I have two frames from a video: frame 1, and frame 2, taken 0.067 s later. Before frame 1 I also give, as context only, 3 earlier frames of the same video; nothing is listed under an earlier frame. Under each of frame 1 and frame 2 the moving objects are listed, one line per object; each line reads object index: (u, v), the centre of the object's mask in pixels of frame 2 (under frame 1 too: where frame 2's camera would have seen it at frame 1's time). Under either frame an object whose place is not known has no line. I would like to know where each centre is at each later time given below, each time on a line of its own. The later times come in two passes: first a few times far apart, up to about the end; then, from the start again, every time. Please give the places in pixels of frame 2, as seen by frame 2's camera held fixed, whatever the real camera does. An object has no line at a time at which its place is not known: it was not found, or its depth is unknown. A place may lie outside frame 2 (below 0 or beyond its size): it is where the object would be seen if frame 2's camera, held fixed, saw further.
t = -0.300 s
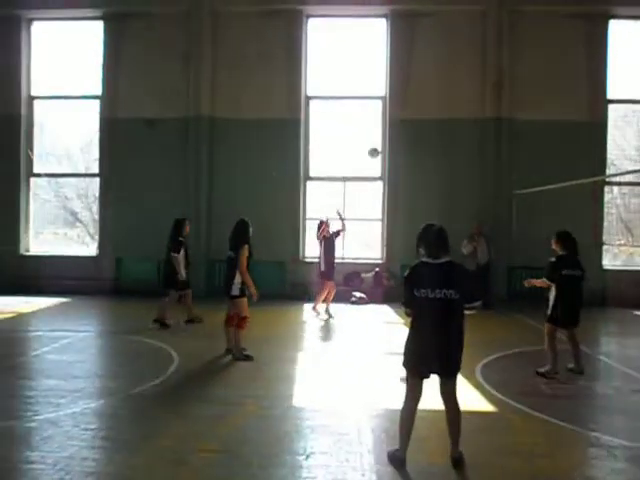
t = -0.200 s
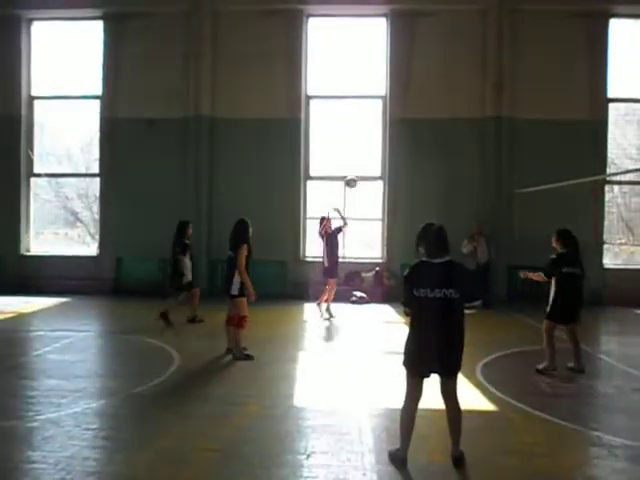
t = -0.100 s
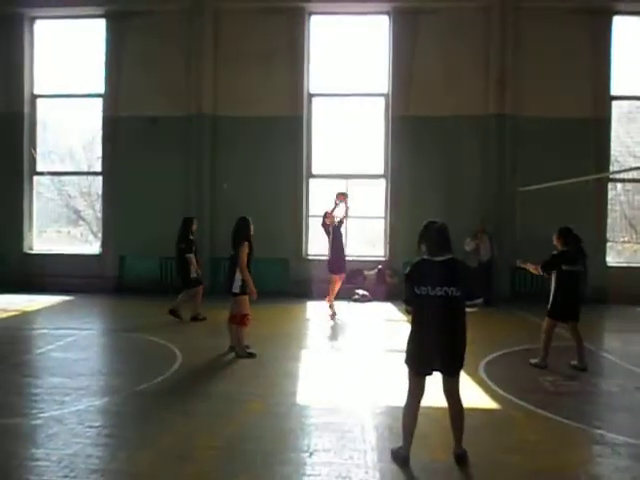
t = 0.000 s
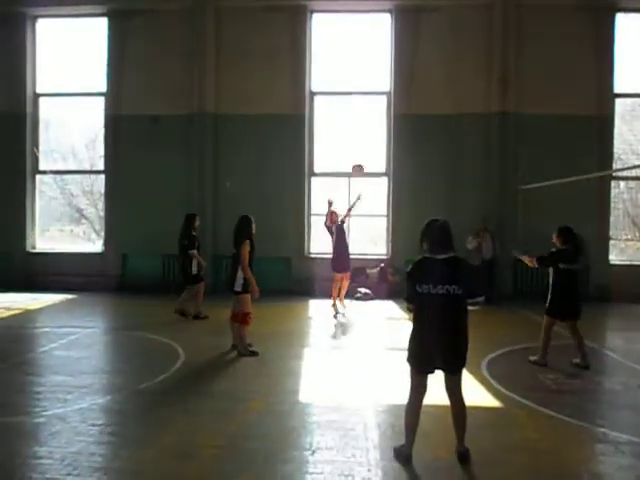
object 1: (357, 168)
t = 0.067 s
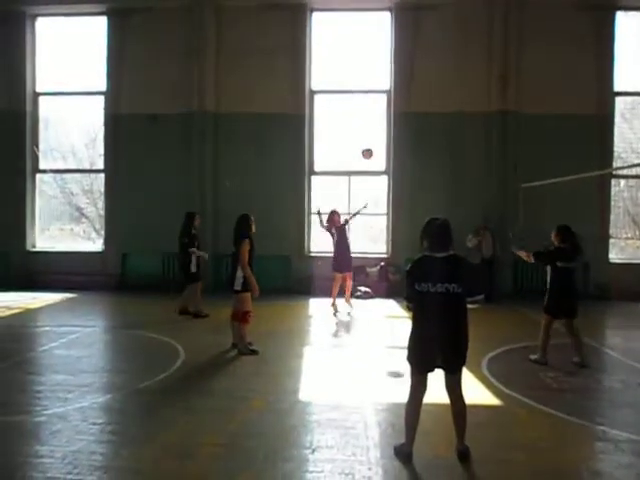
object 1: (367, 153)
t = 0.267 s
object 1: (397, 124)
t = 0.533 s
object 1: (441, 124)
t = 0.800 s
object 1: (489, 170)
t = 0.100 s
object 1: (372, 147)
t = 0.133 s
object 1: (377, 141)
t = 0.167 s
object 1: (382, 136)
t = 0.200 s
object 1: (387, 131)
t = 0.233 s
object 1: (393, 128)
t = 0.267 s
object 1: (397, 124)
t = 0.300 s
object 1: (402, 122)
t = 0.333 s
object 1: (407, 120)
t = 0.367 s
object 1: (411, 119)
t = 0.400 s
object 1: (416, 118)
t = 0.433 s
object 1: (423, 119)
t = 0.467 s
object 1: (429, 121)
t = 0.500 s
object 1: (434, 122)
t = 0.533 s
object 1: (441, 124)
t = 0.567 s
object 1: (446, 129)
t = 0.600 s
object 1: (453, 135)
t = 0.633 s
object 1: (459, 137)
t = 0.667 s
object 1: (464, 144)
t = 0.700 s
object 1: (469, 150)
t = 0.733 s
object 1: (472, 158)
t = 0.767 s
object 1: (482, 166)
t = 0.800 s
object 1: (489, 170)
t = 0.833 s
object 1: (494, 186)
